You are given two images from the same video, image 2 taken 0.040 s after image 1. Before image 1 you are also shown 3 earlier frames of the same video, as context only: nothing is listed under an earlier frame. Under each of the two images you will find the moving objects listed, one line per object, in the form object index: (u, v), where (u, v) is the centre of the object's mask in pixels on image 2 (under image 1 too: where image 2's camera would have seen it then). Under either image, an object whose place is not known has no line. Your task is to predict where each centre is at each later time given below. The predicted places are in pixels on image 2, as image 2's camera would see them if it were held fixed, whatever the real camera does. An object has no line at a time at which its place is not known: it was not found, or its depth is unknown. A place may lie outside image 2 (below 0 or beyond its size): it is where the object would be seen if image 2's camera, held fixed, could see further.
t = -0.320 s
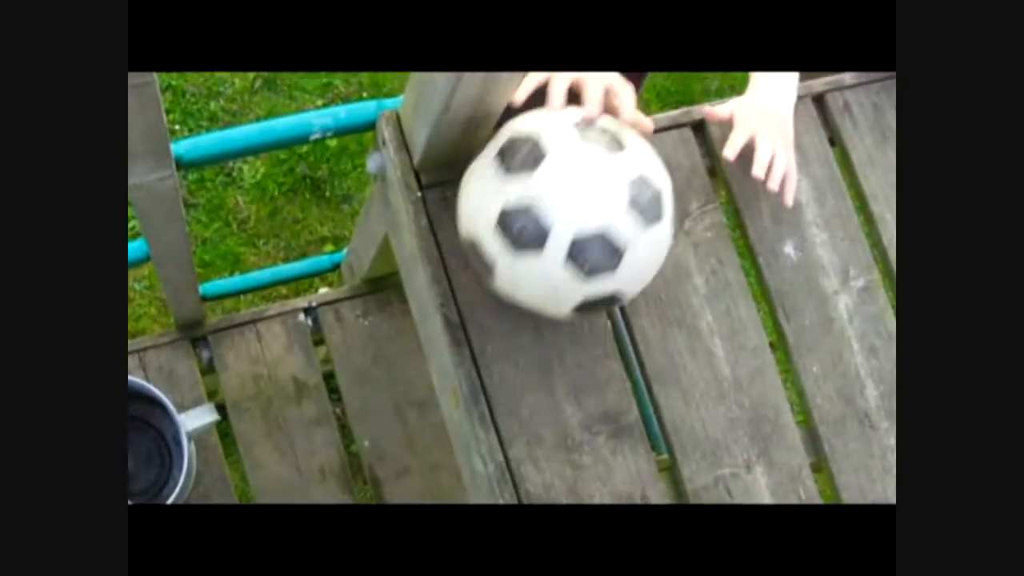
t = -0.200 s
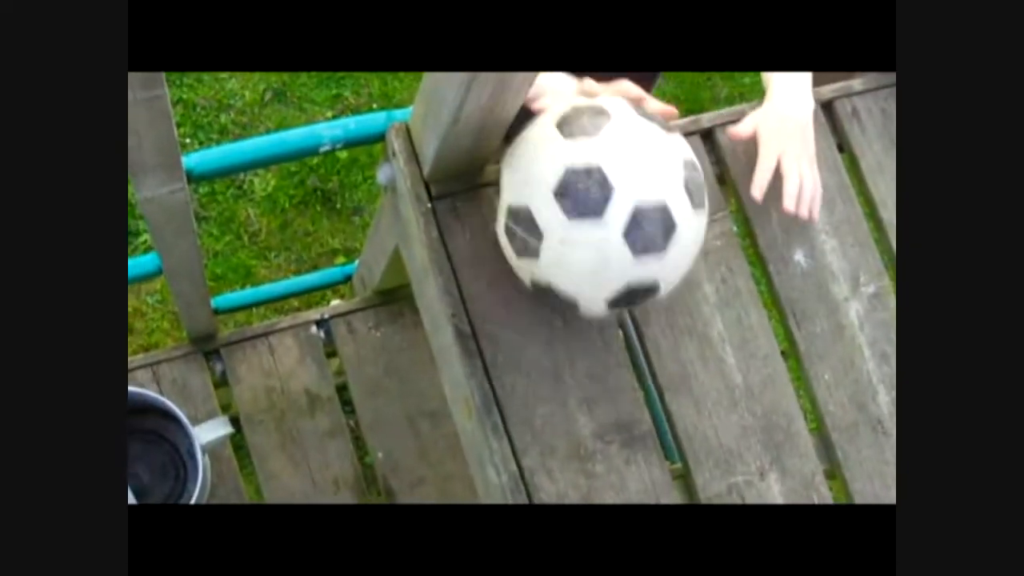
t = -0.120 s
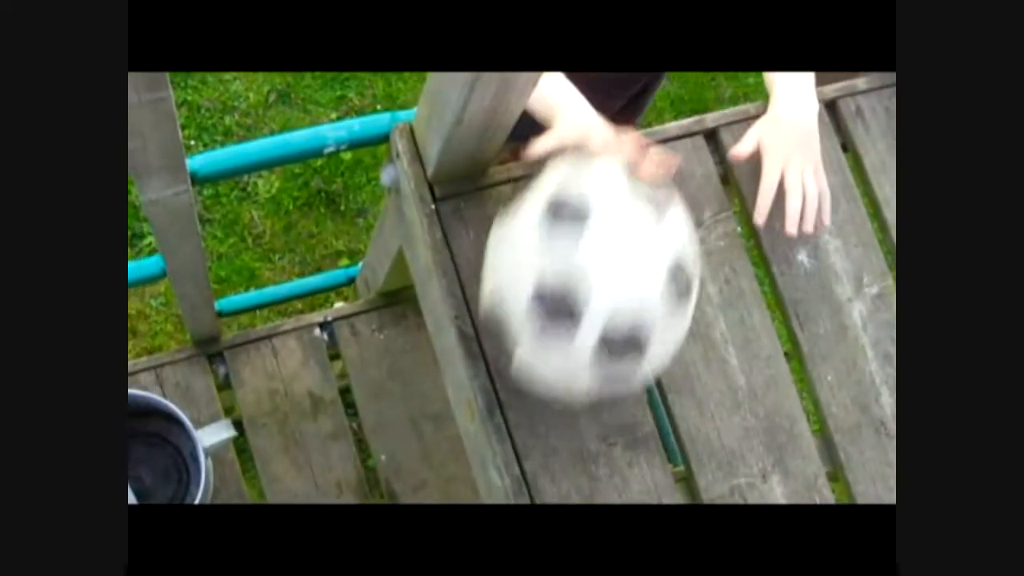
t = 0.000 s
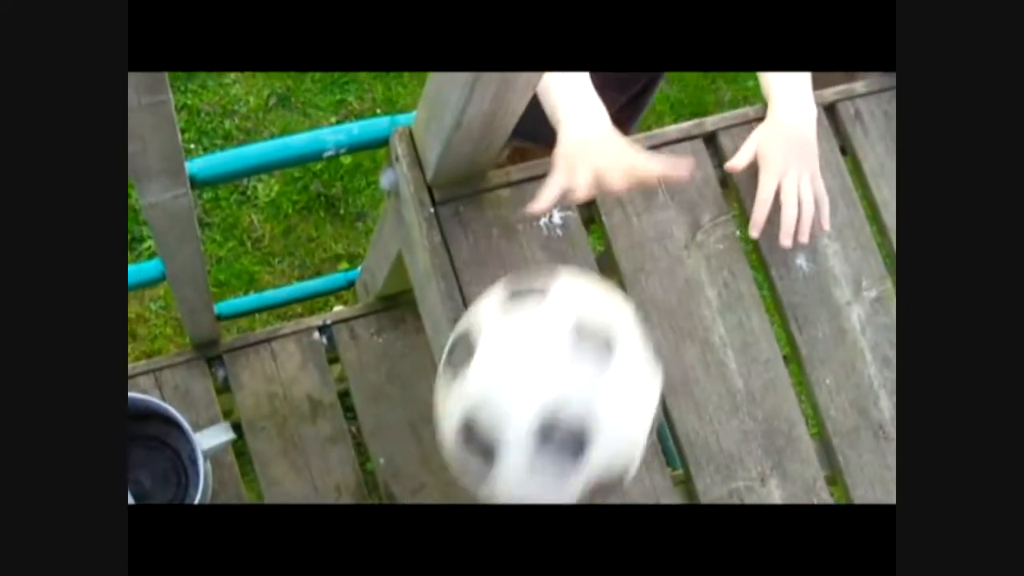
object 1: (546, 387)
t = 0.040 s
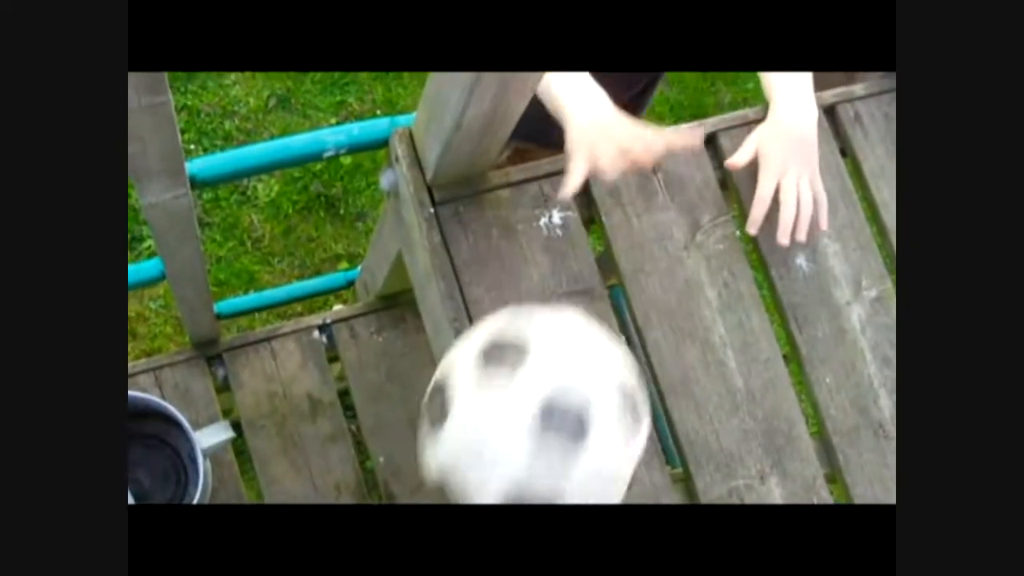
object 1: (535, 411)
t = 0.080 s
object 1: (524, 429)
